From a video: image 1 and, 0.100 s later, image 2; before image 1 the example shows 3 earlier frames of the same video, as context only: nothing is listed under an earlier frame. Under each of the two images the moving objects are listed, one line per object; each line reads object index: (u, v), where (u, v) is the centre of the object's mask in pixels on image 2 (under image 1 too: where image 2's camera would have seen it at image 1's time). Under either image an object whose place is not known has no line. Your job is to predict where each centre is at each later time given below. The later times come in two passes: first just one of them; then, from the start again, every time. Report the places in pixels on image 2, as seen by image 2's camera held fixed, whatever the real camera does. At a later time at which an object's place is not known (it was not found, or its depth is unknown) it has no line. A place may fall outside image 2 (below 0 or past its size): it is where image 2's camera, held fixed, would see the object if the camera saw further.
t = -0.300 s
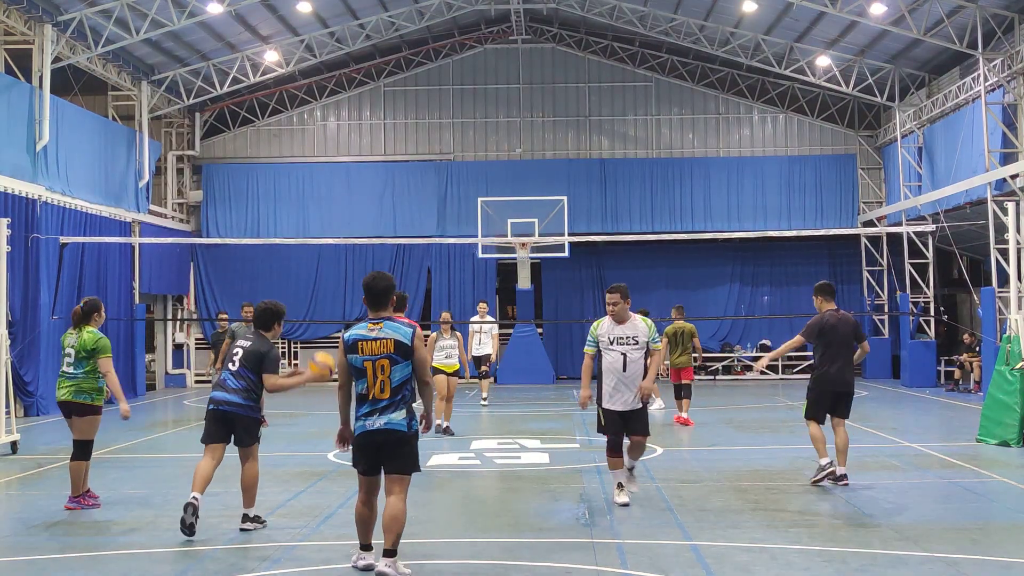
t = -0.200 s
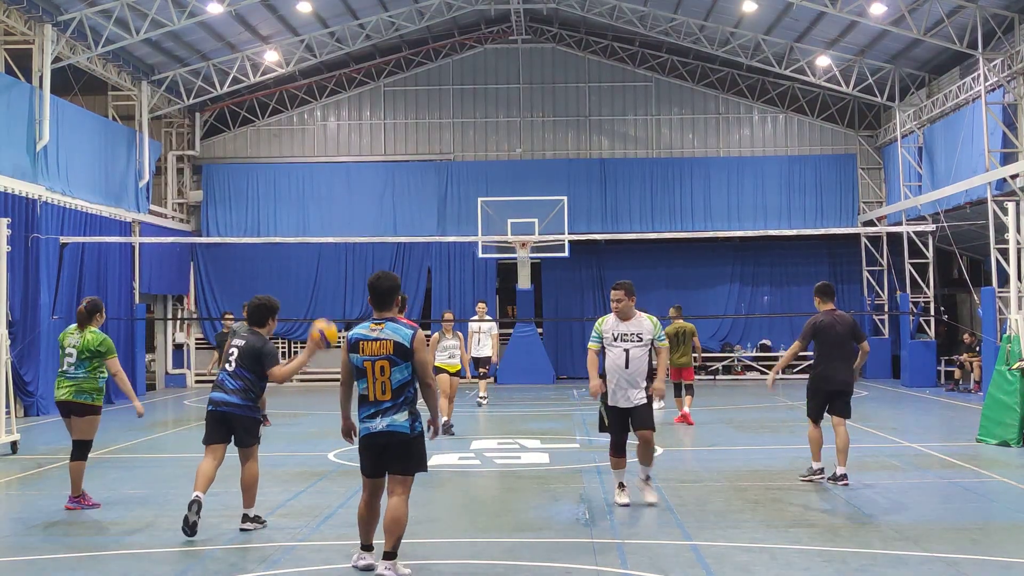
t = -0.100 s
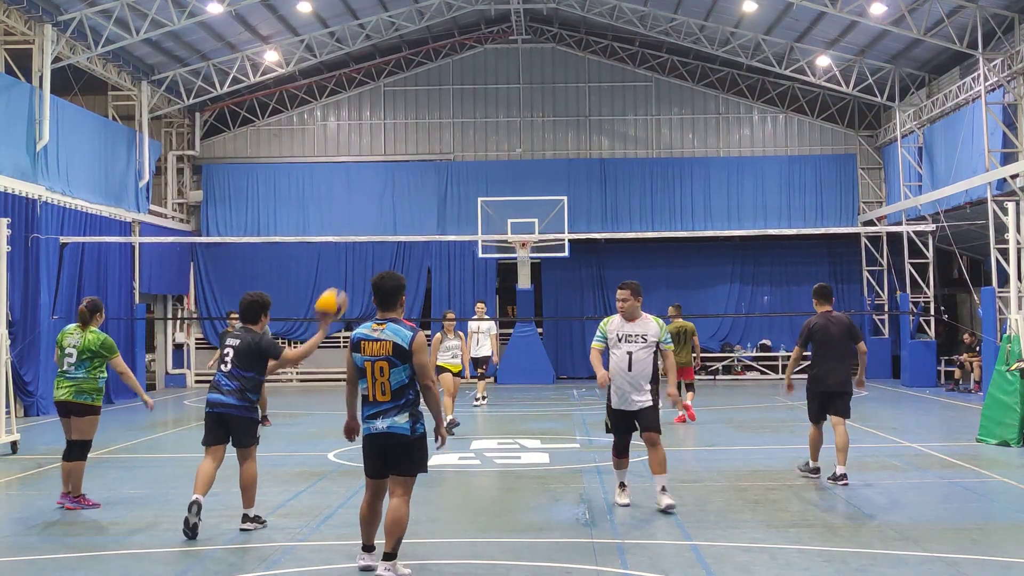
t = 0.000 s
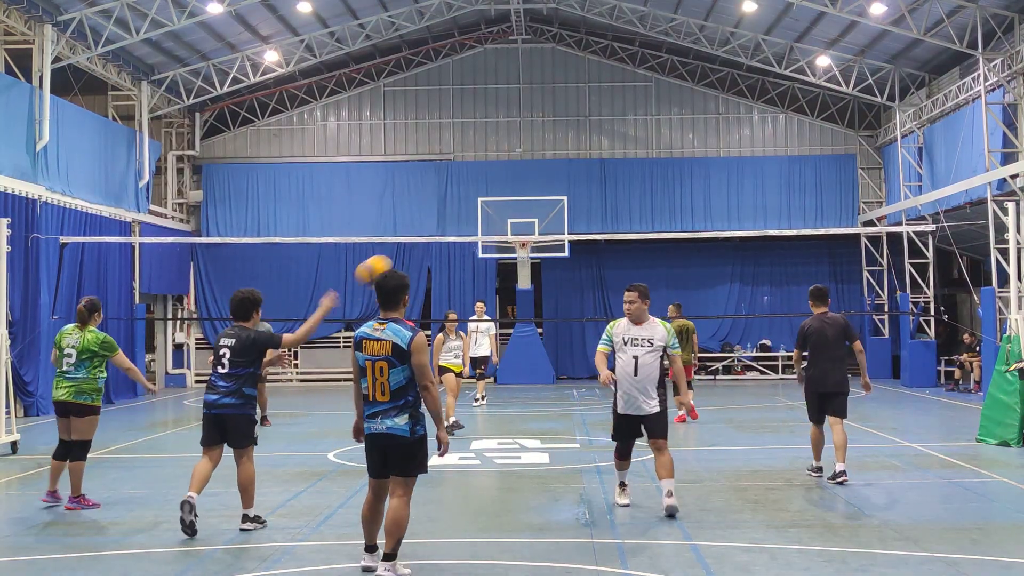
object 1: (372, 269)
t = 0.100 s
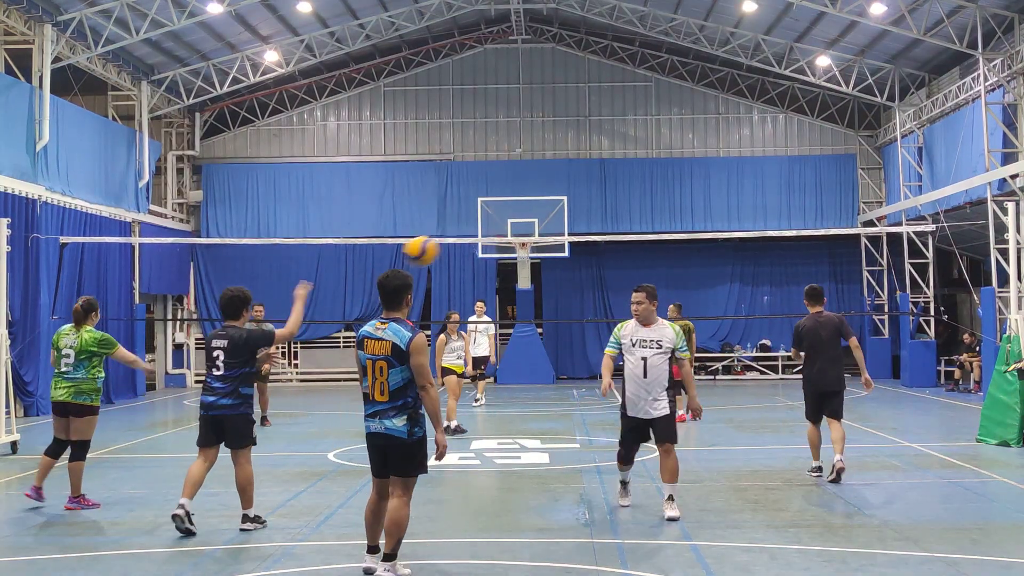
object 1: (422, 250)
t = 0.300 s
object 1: (516, 252)
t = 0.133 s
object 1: (437, 247)
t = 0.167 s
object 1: (452, 245)
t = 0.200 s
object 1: (467, 244)
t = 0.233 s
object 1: (485, 245)
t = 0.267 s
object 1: (500, 248)
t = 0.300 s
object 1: (516, 252)
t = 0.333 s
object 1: (534, 257)
